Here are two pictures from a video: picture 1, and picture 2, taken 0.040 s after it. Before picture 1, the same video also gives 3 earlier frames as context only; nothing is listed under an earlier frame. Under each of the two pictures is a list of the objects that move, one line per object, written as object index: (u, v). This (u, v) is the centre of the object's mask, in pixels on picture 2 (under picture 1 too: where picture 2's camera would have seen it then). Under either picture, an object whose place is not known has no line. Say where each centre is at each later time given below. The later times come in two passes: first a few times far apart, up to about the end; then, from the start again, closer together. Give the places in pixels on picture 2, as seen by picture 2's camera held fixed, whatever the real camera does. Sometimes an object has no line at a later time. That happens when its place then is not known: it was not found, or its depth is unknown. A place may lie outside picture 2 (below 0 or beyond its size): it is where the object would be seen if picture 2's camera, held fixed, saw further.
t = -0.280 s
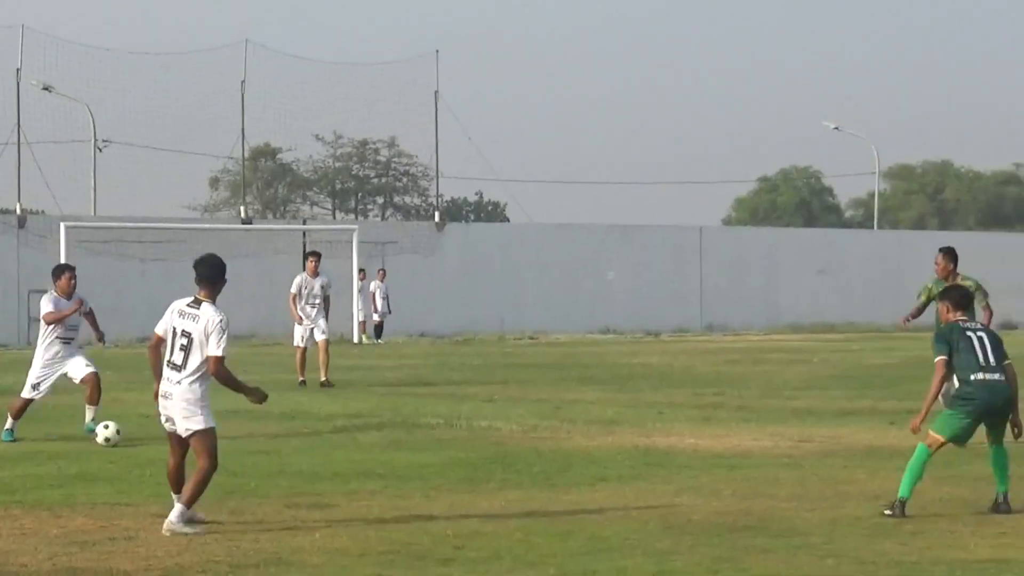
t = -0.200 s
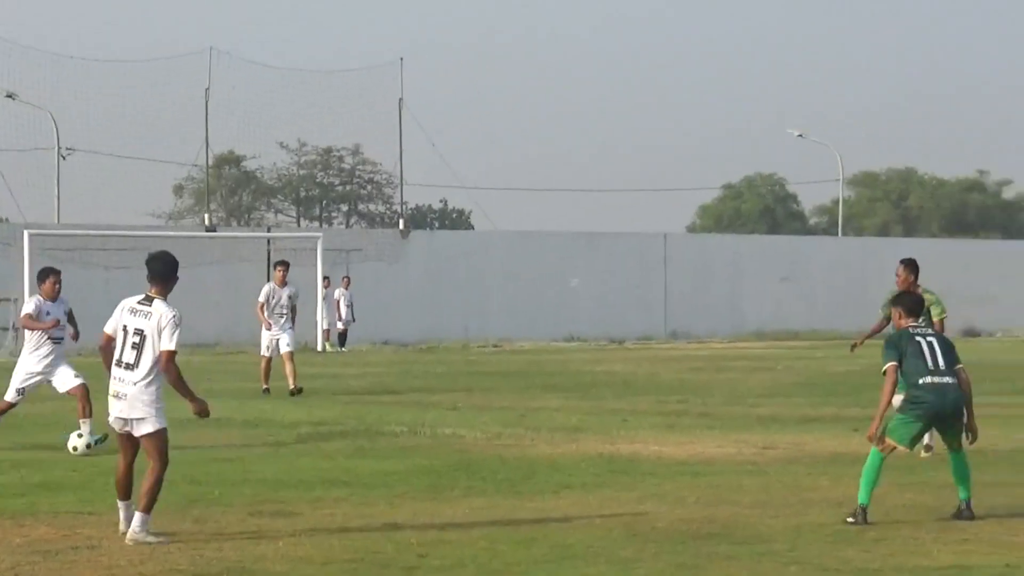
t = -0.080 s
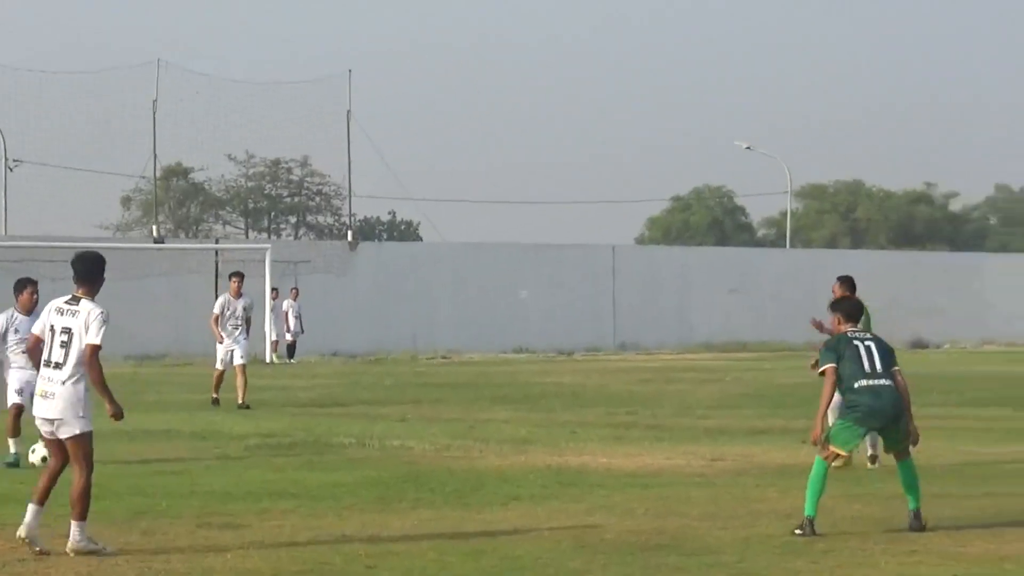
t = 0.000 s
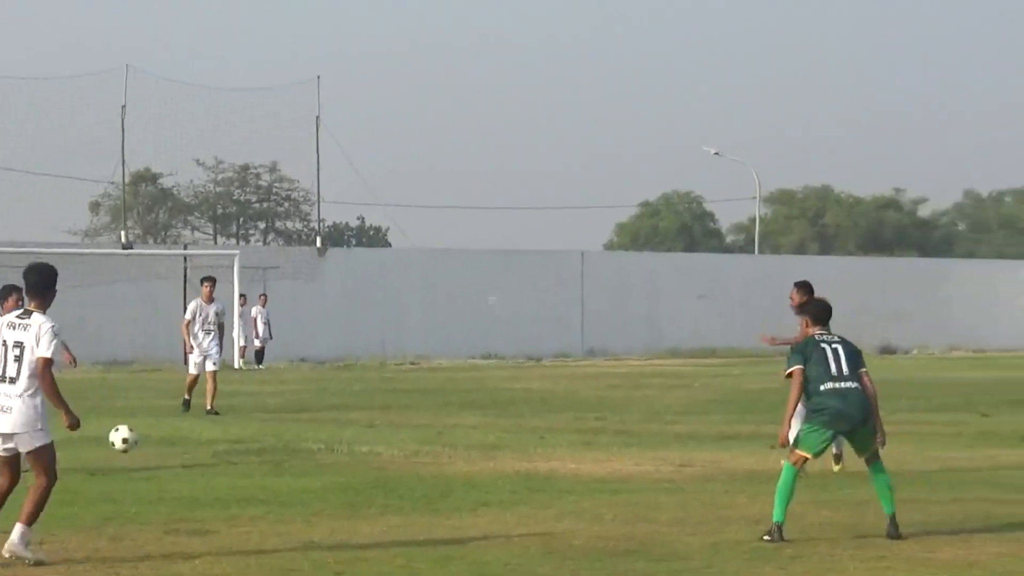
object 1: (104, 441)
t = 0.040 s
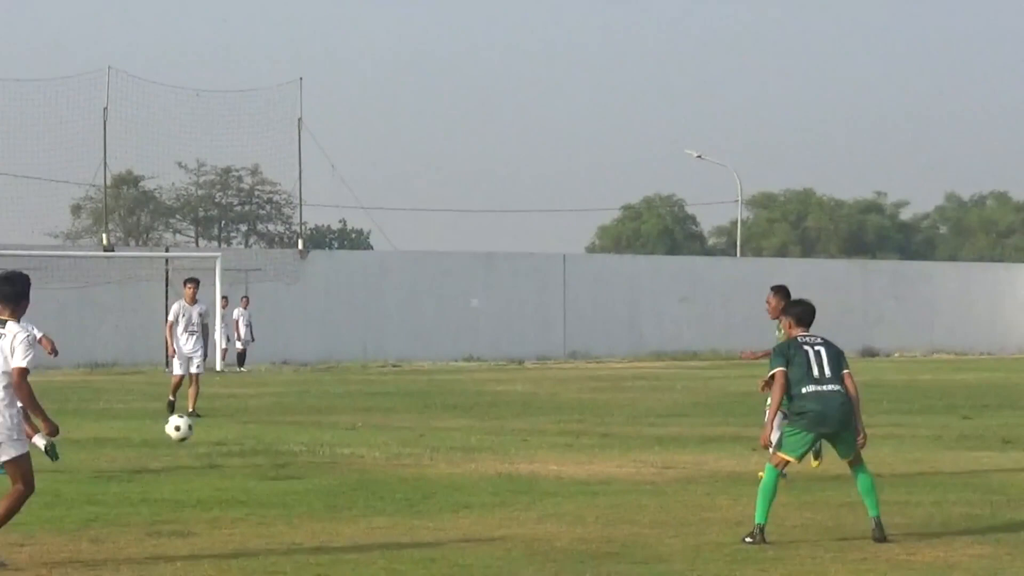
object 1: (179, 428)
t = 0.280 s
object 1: (647, 388)
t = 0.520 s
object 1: (1164, 427)
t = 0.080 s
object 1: (254, 416)
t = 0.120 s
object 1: (331, 408)
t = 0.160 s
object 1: (408, 400)
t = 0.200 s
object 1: (487, 394)
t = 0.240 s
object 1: (565, 389)
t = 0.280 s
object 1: (647, 388)
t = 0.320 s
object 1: (726, 388)
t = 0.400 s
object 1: (894, 397)
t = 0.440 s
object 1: (983, 404)
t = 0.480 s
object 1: (1072, 413)
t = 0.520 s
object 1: (1164, 427)
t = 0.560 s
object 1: (1260, 443)
